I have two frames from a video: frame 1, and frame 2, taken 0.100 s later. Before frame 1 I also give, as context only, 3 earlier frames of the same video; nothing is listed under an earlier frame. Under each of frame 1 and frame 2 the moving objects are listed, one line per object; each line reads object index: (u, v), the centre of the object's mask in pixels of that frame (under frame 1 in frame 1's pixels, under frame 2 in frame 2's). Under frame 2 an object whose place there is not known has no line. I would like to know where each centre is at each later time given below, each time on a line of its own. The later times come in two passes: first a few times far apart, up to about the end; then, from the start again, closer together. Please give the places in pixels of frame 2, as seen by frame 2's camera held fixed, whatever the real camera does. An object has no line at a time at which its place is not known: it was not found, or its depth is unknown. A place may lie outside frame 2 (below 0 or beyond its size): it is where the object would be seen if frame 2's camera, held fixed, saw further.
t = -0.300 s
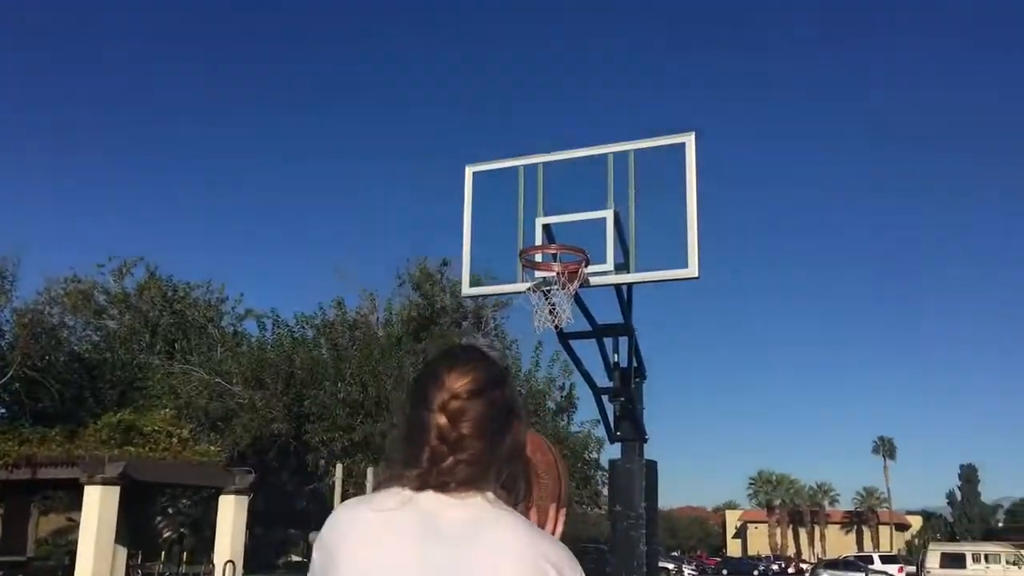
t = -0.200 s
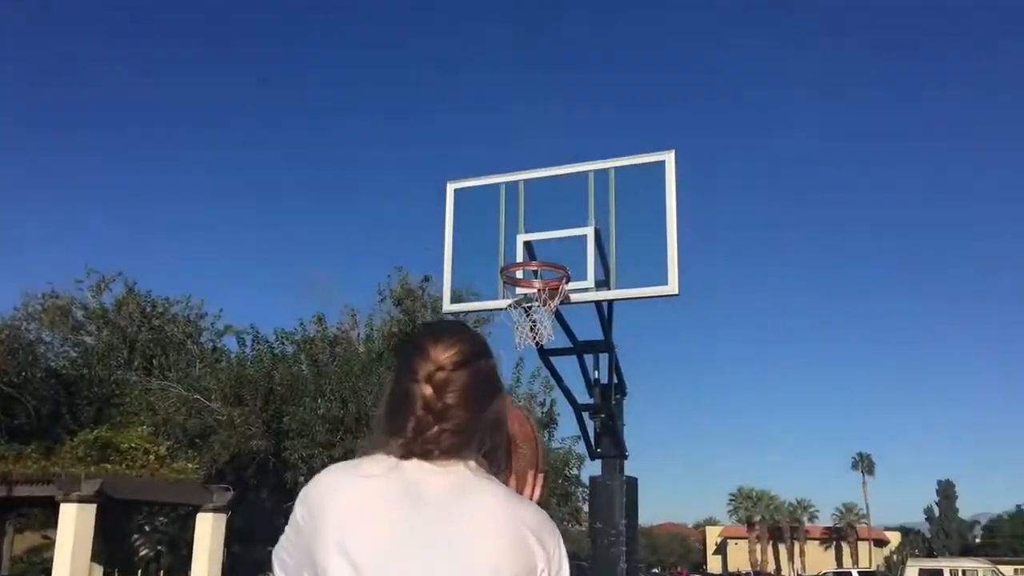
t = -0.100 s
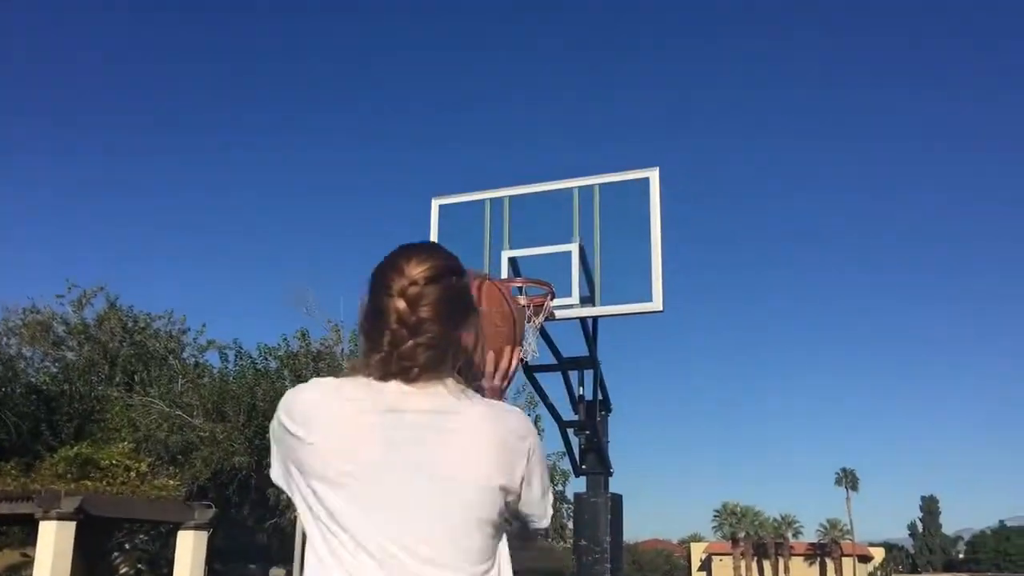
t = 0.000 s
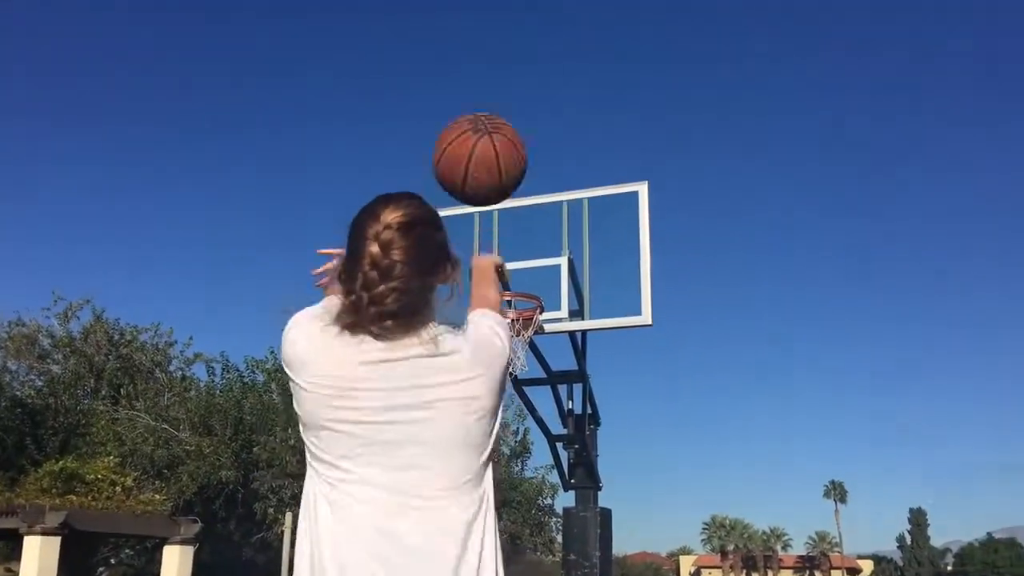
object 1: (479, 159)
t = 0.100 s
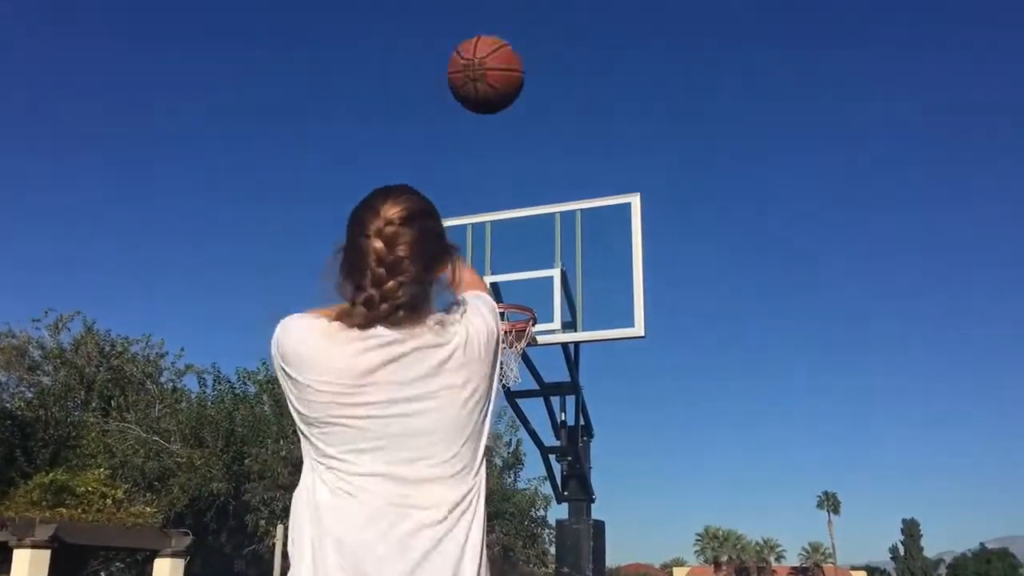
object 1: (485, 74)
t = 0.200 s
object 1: (494, 27)
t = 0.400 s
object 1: (507, 21)
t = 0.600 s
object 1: (514, 80)
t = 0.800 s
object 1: (518, 177)
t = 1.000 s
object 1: (520, 298)
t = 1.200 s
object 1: (511, 324)
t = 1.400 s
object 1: (477, 338)
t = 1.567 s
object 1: (437, 384)
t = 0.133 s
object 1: (488, 56)
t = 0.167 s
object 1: (492, 39)
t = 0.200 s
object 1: (494, 27)
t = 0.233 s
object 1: (497, 19)
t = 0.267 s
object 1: (498, 15)
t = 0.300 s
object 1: (501, 13)
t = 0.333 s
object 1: (503, 13)
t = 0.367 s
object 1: (505, 16)
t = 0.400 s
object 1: (507, 21)
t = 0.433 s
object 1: (509, 27)
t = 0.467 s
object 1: (510, 35)
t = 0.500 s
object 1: (511, 44)
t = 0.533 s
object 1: (512, 55)
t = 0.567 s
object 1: (513, 67)
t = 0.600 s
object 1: (514, 80)
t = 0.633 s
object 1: (515, 93)
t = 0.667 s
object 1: (515, 109)
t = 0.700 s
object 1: (516, 124)
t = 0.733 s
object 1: (517, 141)
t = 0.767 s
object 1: (518, 159)
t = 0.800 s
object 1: (518, 177)
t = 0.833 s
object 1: (518, 196)
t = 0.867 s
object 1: (519, 218)
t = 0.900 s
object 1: (519, 239)
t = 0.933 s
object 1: (519, 260)
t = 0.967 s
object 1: (519, 283)
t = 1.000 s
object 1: (520, 298)
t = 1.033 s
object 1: (508, 313)
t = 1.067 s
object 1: (493, 322)
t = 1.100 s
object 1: (486, 323)
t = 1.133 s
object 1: (486, 323)
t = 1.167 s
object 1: (496, 322)
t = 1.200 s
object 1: (511, 324)
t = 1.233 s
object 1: (515, 327)
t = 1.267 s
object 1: (514, 330)
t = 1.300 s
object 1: (503, 326)
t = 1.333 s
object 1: (491, 331)
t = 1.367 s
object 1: (484, 334)
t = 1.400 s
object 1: (477, 338)
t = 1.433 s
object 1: (470, 343)
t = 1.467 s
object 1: (461, 351)
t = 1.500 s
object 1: (453, 360)
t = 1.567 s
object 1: (437, 384)
